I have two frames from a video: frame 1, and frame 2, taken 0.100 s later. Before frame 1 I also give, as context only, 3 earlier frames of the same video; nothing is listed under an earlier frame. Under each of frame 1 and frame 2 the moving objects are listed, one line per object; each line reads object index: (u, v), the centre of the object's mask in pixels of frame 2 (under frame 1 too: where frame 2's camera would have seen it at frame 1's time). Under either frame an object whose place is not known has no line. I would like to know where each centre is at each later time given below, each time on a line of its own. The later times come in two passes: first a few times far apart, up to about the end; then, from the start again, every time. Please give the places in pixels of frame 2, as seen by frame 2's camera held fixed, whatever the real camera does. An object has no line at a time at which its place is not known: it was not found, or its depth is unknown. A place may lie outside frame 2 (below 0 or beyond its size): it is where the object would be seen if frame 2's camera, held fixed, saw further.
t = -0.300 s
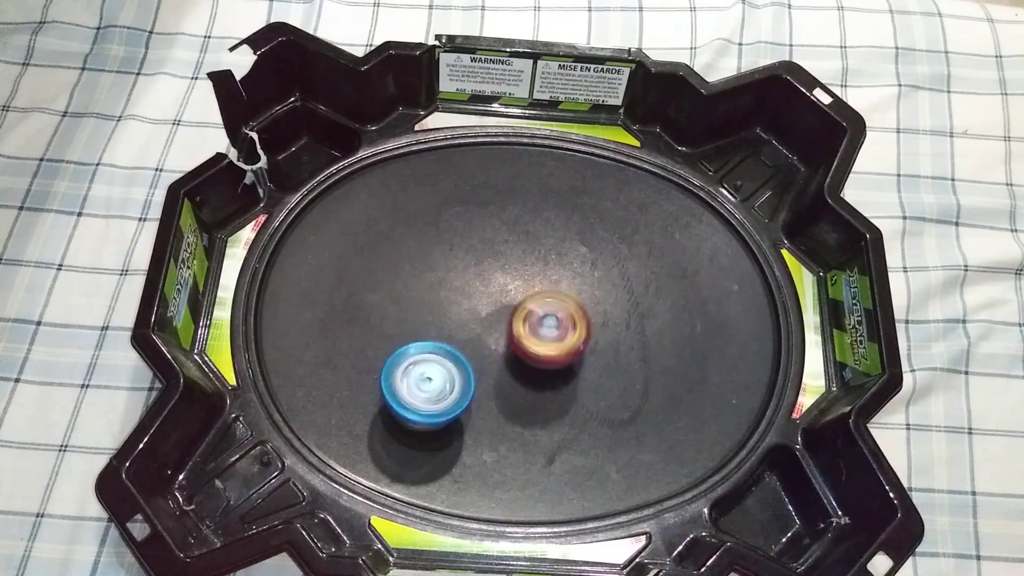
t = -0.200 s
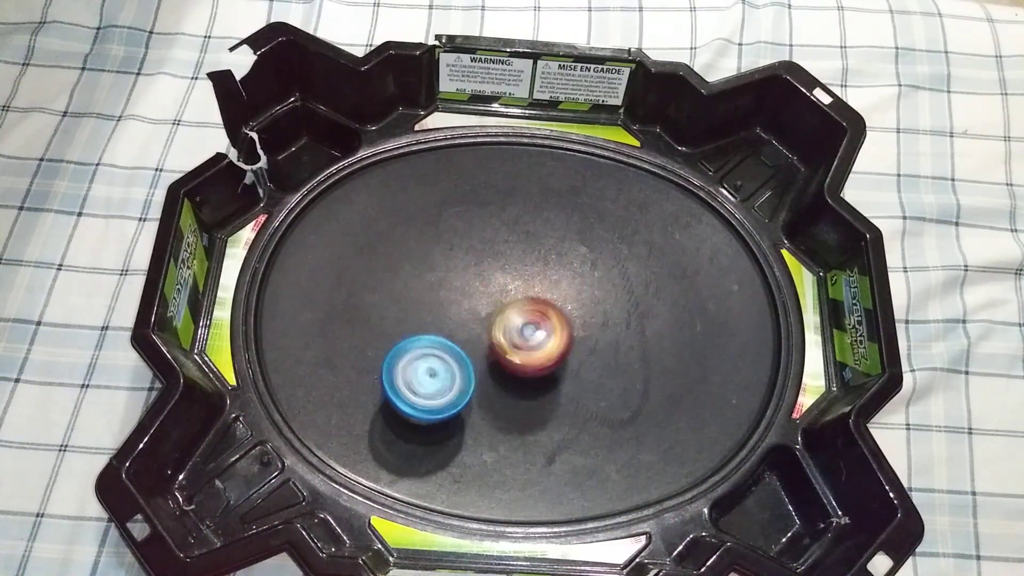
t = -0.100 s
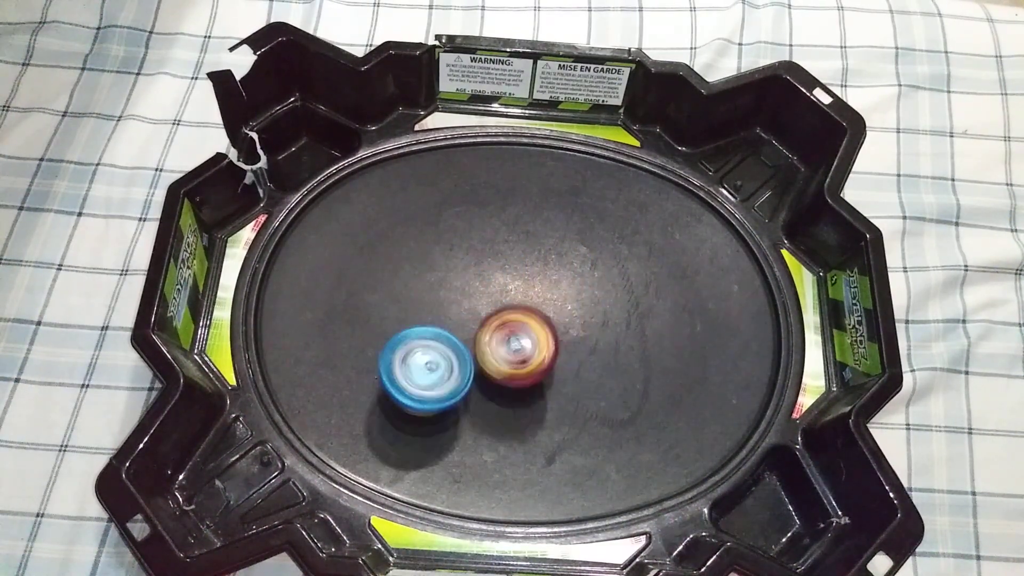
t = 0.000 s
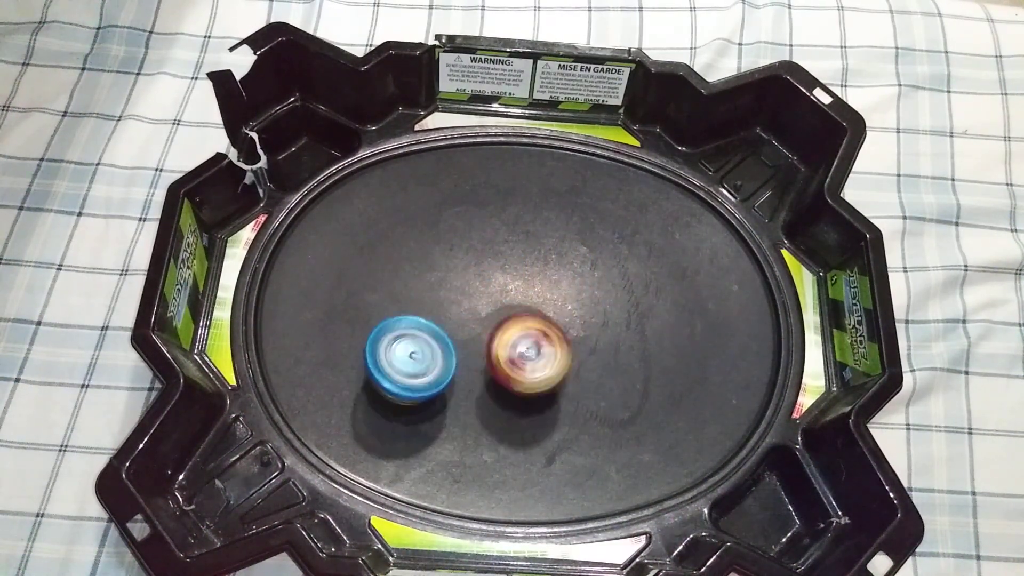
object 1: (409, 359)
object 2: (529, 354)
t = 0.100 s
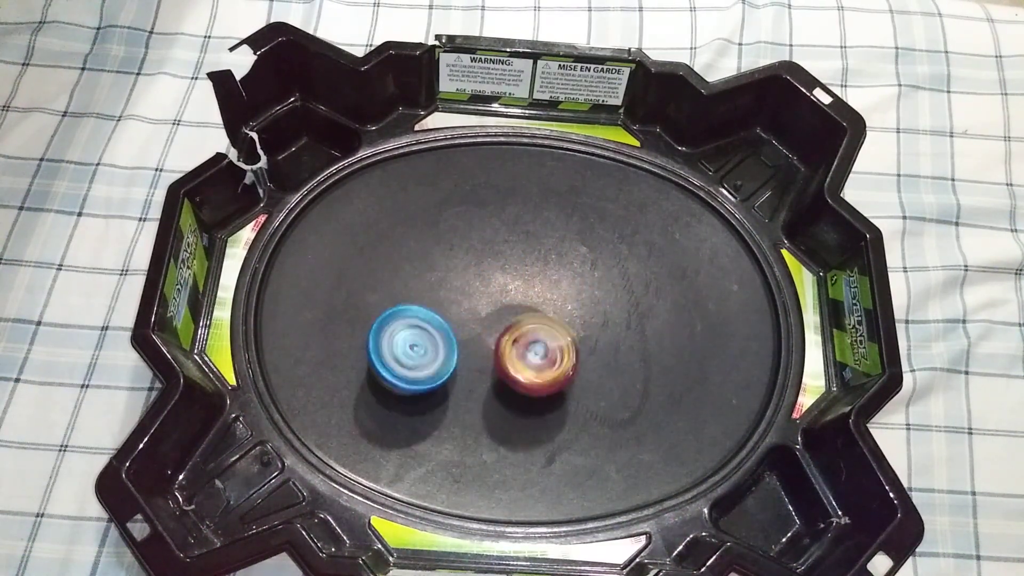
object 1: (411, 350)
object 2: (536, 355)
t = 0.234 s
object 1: (423, 338)
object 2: (543, 352)
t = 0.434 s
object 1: (451, 322)
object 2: (543, 339)
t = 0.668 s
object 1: (467, 316)
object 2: (569, 339)
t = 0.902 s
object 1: (488, 332)
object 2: (590, 348)
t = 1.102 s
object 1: (468, 351)
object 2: (596, 354)
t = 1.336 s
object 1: (427, 362)
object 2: (592, 345)
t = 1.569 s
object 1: (422, 351)
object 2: (540, 326)
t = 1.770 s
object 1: (425, 337)
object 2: (517, 311)
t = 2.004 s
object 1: (446, 335)
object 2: (540, 299)
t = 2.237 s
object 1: (489, 351)
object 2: (568, 313)
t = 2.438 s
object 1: (492, 370)
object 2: (578, 335)
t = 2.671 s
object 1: (448, 372)
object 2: (583, 358)
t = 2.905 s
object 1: (420, 341)
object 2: (557, 348)
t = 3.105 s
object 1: (434, 307)
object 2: (540, 332)
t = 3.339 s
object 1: (465, 280)
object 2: (552, 332)
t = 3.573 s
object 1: (485, 255)
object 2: (546, 379)
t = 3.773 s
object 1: (484, 264)
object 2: (506, 398)
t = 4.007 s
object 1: (454, 313)
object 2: (467, 398)
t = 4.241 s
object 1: (425, 332)
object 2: (484, 391)
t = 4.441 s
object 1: (430, 329)
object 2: (493, 384)
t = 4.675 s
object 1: (461, 321)
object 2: (492, 385)
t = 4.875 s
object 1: (478, 315)
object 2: (496, 384)
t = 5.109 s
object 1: (479, 317)
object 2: (496, 384)
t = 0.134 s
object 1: (414, 347)
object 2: (539, 357)
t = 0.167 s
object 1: (417, 344)
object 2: (542, 355)
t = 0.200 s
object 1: (419, 341)
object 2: (541, 354)
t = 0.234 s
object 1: (423, 338)
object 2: (543, 352)
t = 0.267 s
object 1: (427, 336)
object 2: (543, 350)
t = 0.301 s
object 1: (431, 333)
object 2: (542, 347)
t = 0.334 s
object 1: (436, 330)
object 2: (541, 345)
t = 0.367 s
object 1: (442, 328)
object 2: (541, 343)
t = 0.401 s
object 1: (449, 327)
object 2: (539, 340)
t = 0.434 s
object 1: (451, 322)
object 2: (543, 339)
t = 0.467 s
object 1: (451, 319)
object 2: (546, 338)
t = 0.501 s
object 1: (455, 318)
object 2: (547, 338)
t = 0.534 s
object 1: (459, 318)
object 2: (550, 336)
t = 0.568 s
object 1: (463, 318)
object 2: (551, 336)
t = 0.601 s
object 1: (462, 316)
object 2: (558, 338)
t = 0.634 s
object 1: (464, 315)
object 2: (563, 339)
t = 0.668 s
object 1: (467, 316)
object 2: (569, 339)
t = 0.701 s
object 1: (472, 317)
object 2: (573, 340)
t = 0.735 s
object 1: (475, 319)
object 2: (579, 342)
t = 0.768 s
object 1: (478, 322)
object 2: (582, 343)
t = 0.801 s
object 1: (482, 324)
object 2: (586, 345)
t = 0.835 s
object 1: (484, 326)
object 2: (588, 346)
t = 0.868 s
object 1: (486, 329)
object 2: (590, 348)
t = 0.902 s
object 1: (488, 332)
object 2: (590, 348)
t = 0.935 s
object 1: (489, 335)
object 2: (590, 351)
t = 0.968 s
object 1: (490, 338)
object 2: (588, 350)
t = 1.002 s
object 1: (491, 343)
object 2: (584, 353)
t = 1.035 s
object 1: (491, 347)
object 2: (584, 351)
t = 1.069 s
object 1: (479, 349)
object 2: (589, 355)
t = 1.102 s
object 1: (468, 351)
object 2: (596, 354)
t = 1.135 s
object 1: (460, 352)
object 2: (599, 356)
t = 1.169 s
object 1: (452, 355)
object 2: (603, 354)
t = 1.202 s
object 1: (445, 358)
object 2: (602, 354)
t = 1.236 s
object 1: (439, 360)
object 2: (603, 351)
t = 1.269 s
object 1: (433, 362)
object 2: (601, 351)
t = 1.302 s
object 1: (430, 362)
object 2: (598, 347)
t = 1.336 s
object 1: (427, 362)
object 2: (592, 345)
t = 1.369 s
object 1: (425, 361)
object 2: (585, 341)
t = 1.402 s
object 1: (424, 360)
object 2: (578, 339)
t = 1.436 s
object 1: (422, 359)
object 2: (571, 337)
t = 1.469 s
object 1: (422, 358)
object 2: (562, 334)
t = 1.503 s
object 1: (421, 356)
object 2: (554, 331)
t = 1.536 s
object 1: (421, 353)
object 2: (547, 327)
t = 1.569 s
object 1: (422, 351)
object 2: (540, 326)
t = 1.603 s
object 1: (424, 348)
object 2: (533, 323)
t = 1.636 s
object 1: (426, 345)
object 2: (526, 322)
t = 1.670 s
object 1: (428, 343)
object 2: (520, 319)
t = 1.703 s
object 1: (431, 341)
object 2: (515, 316)
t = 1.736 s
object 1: (428, 340)
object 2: (515, 314)
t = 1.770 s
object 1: (425, 337)
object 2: (517, 311)
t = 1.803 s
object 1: (427, 335)
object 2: (518, 309)
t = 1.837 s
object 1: (430, 333)
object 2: (518, 307)
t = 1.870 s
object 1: (432, 334)
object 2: (520, 304)
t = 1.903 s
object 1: (436, 333)
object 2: (524, 301)
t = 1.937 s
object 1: (439, 334)
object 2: (529, 299)
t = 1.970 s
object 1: (443, 335)
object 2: (534, 299)
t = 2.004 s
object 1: (446, 335)
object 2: (540, 299)
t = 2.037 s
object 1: (451, 336)
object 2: (546, 299)
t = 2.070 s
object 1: (457, 338)
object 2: (551, 300)
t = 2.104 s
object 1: (464, 339)
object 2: (556, 302)
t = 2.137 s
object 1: (470, 342)
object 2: (560, 304)
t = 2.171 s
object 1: (477, 345)
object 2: (564, 305)
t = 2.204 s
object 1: (482, 348)
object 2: (566, 310)
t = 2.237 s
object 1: (489, 351)
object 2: (568, 313)
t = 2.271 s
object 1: (492, 354)
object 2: (569, 315)
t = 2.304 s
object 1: (494, 357)
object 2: (572, 320)
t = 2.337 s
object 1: (495, 360)
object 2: (576, 323)
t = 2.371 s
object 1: (495, 364)
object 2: (577, 328)
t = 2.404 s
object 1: (494, 366)
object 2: (578, 332)
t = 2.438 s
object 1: (492, 370)
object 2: (578, 335)
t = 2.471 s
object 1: (490, 372)
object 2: (577, 341)
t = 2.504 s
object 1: (488, 373)
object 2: (576, 344)
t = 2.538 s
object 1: (485, 374)
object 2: (575, 349)
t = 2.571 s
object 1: (475, 374)
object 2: (578, 352)
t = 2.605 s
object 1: (465, 374)
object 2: (579, 355)
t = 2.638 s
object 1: (457, 374)
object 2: (581, 358)
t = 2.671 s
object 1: (448, 372)
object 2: (583, 358)
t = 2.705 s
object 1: (442, 370)
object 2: (582, 359)
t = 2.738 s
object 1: (435, 367)
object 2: (578, 359)
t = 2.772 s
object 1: (430, 362)
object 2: (576, 357)
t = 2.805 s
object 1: (426, 358)
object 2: (575, 356)
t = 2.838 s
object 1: (423, 352)
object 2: (570, 354)
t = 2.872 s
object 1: (421, 347)
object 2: (563, 351)
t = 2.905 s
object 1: (420, 341)
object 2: (557, 348)
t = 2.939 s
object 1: (420, 335)
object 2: (552, 345)
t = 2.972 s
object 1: (421, 329)
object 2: (547, 340)
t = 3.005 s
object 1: (423, 323)
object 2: (545, 338)
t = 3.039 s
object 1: (426, 317)
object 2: (542, 335)
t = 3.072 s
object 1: (431, 313)
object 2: (541, 332)
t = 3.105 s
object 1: (434, 307)
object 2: (540, 332)
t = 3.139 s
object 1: (439, 303)
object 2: (538, 330)
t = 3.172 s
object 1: (445, 299)
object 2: (539, 327)
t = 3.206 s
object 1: (452, 297)
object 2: (537, 325)
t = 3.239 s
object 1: (458, 293)
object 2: (539, 323)
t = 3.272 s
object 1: (457, 286)
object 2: (547, 329)
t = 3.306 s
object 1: (460, 282)
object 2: (550, 332)
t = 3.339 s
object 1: (465, 280)
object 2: (552, 332)
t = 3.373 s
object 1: (470, 280)
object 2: (552, 334)
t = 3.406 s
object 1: (475, 282)
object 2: (549, 335)
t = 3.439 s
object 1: (481, 284)
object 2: (549, 333)
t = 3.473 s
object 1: (486, 288)
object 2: (548, 335)
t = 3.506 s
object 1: (485, 279)
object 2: (549, 347)
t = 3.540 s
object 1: (486, 265)
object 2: (548, 365)
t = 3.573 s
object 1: (485, 255)
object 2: (546, 379)
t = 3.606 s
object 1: (487, 251)
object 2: (542, 388)
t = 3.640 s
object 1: (487, 249)
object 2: (535, 394)
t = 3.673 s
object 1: (488, 251)
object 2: (529, 396)
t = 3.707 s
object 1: (487, 255)
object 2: (521, 400)
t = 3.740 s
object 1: (485, 259)
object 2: (512, 399)
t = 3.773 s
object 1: (484, 264)
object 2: (506, 398)
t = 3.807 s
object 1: (482, 271)
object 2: (501, 398)
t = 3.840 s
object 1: (480, 278)
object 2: (495, 397)
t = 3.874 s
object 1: (475, 286)
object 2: (486, 397)
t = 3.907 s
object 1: (470, 294)
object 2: (479, 397)
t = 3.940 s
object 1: (465, 301)
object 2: (473, 397)
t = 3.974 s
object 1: (460, 307)
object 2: (469, 397)
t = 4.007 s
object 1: (454, 313)
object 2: (467, 398)
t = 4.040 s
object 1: (448, 320)
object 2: (467, 397)
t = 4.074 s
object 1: (443, 326)
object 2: (470, 396)
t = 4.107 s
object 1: (437, 331)
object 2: (473, 395)
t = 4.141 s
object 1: (433, 334)
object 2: (477, 394)
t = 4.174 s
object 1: (430, 333)
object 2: (479, 393)
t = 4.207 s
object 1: (427, 333)
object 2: (482, 392)
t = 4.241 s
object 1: (425, 332)
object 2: (484, 391)
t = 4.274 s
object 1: (424, 331)
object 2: (485, 390)
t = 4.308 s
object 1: (423, 330)
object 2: (486, 389)
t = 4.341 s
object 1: (424, 330)
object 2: (488, 388)
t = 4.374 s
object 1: (426, 329)
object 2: (489, 386)
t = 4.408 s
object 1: (427, 329)
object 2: (492, 385)
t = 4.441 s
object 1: (430, 329)
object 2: (493, 384)
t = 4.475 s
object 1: (432, 328)
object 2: (493, 384)
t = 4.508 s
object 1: (435, 328)
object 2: (492, 385)
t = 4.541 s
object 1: (439, 327)
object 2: (490, 385)
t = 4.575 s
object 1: (444, 326)
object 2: (490, 386)
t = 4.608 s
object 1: (449, 325)
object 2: (490, 386)
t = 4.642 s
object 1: (455, 324)
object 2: (490, 386)
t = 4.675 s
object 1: (461, 321)
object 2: (492, 385)
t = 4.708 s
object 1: (465, 320)
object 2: (495, 384)
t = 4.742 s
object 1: (468, 318)
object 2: (497, 383)
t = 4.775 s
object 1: (472, 317)
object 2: (498, 383)
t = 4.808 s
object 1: (475, 315)
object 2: (497, 384)
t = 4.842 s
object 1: (477, 314)
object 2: (496, 384)
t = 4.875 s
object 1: (478, 315)
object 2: (496, 384)
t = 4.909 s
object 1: (479, 316)
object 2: (496, 384)
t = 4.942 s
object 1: (478, 316)
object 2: (496, 384)
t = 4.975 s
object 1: (478, 317)
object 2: (496, 384)
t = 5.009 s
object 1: (477, 316)
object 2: (496, 384)
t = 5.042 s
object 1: (478, 315)
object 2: (496, 384)
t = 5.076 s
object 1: (479, 315)
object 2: (496, 384)
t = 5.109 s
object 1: (479, 317)
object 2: (496, 384)
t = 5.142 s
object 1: (477, 316)
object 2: (496, 384)
